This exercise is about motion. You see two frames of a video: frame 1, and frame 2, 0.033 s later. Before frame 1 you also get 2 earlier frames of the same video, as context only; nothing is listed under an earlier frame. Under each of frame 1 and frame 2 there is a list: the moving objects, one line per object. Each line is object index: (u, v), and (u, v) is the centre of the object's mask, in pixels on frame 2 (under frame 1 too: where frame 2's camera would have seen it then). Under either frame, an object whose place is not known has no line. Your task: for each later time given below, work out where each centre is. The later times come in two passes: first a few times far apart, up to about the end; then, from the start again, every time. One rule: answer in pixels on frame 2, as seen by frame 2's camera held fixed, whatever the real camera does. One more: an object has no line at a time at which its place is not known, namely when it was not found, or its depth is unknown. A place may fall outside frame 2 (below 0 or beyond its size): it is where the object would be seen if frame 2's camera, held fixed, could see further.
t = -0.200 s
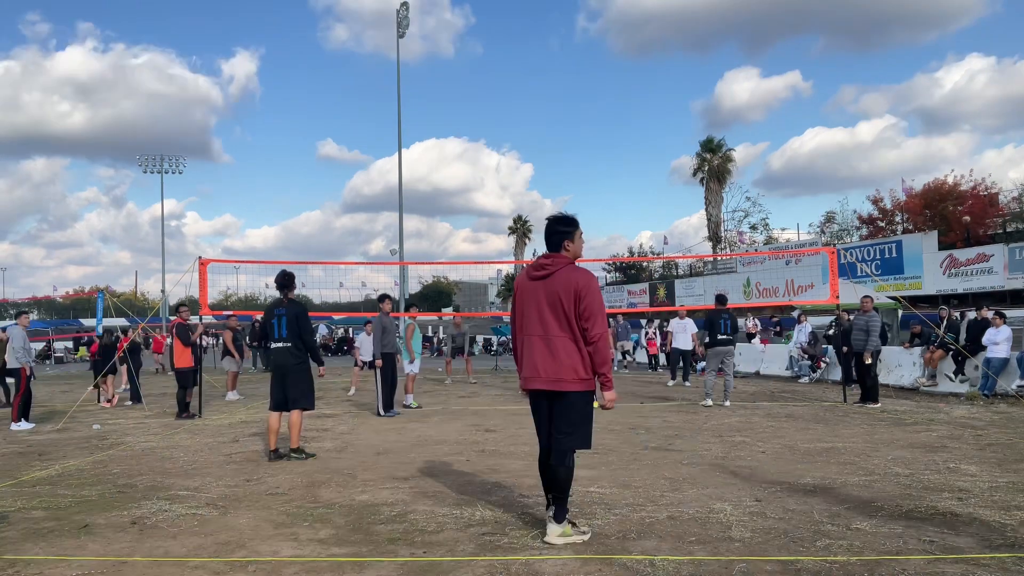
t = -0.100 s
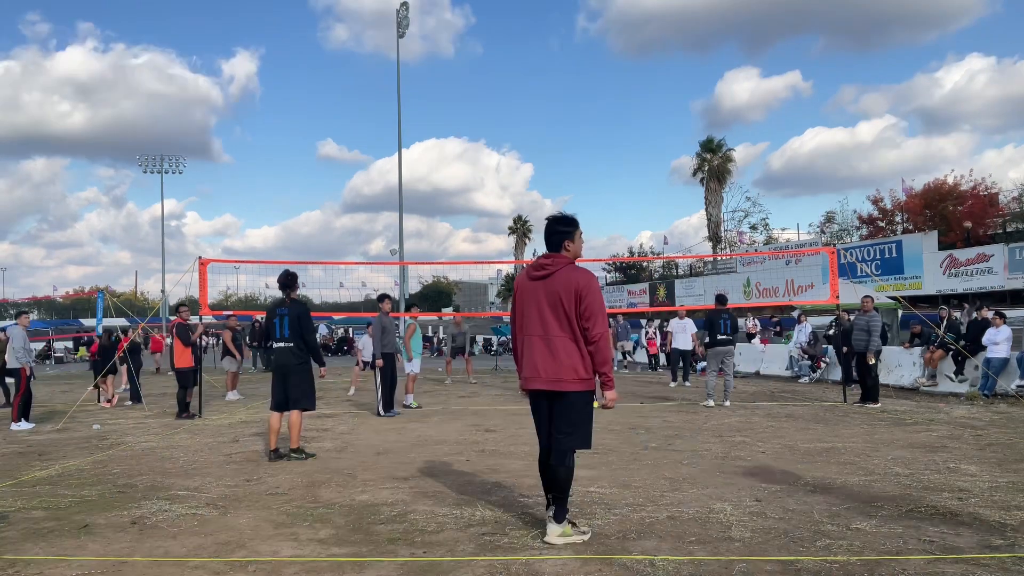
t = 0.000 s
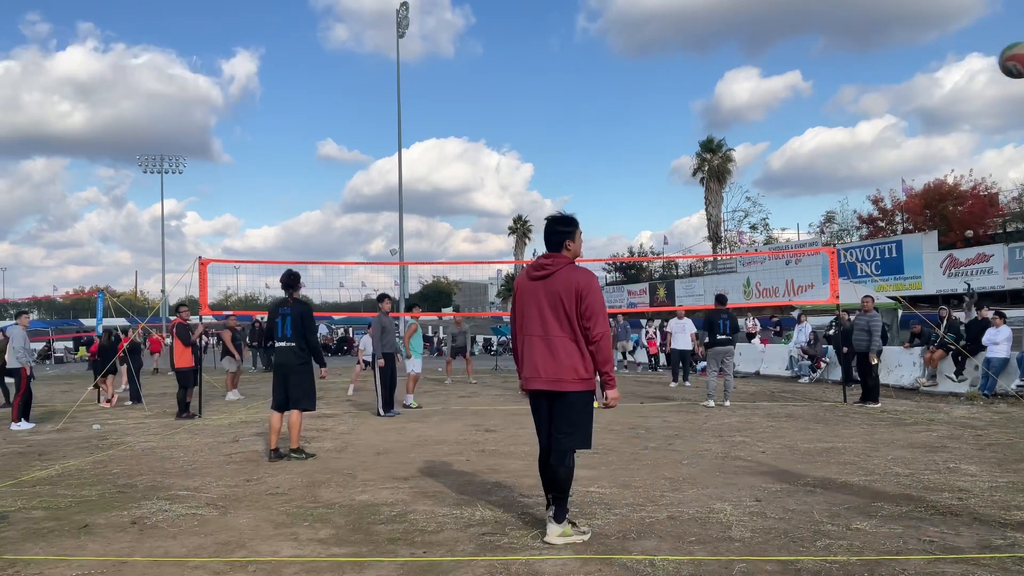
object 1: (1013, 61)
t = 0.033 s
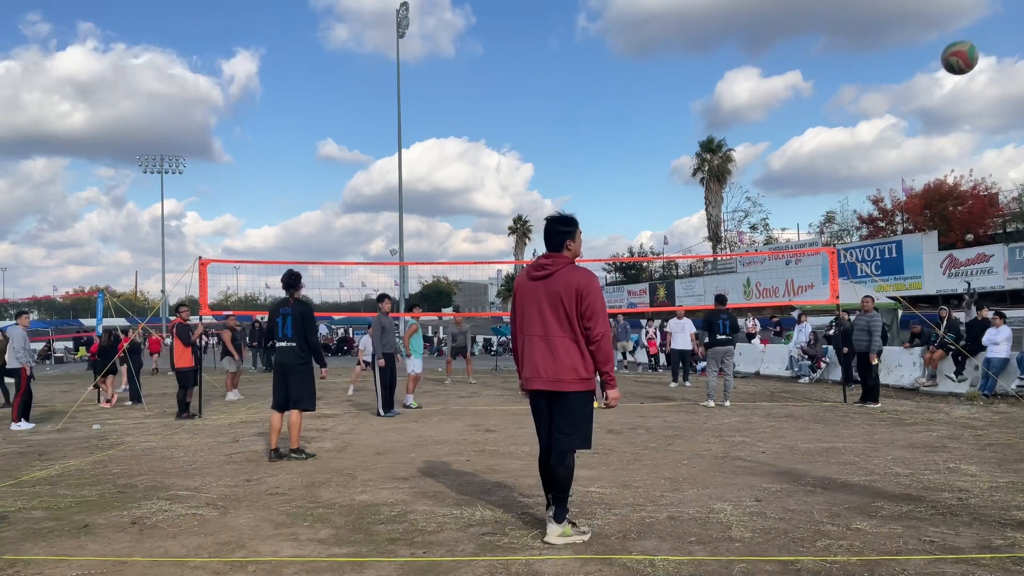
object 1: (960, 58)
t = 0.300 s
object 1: (683, 84)
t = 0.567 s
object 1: (563, 148)
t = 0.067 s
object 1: (908, 57)
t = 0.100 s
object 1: (864, 58)
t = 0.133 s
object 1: (824, 60)
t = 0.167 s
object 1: (789, 63)
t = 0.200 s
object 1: (758, 68)
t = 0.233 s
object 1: (731, 72)
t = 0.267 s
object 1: (706, 78)
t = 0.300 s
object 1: (683, 84)
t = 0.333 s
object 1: (663, 90)
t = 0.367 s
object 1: (644, 97)
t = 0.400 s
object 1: (627, 105)
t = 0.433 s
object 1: (612, 112)
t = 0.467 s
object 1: (598, 121)
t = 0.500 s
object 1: (585, 129)
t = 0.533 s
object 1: (574, 138)
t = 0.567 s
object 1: (563, 148)
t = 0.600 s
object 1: (553, 157)
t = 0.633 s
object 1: (544, 167)
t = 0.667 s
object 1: (536, 177)
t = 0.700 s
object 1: (528, 187)
